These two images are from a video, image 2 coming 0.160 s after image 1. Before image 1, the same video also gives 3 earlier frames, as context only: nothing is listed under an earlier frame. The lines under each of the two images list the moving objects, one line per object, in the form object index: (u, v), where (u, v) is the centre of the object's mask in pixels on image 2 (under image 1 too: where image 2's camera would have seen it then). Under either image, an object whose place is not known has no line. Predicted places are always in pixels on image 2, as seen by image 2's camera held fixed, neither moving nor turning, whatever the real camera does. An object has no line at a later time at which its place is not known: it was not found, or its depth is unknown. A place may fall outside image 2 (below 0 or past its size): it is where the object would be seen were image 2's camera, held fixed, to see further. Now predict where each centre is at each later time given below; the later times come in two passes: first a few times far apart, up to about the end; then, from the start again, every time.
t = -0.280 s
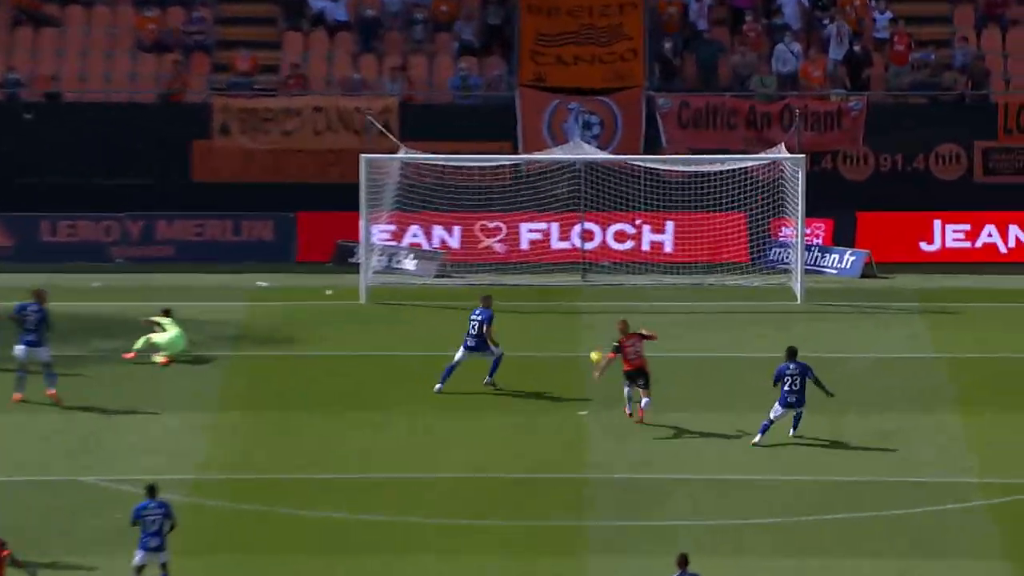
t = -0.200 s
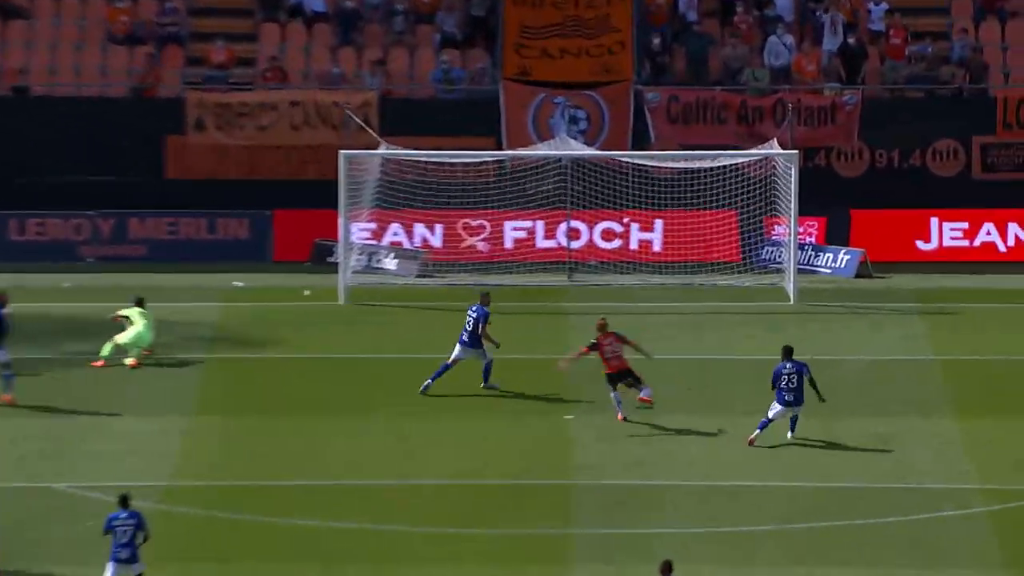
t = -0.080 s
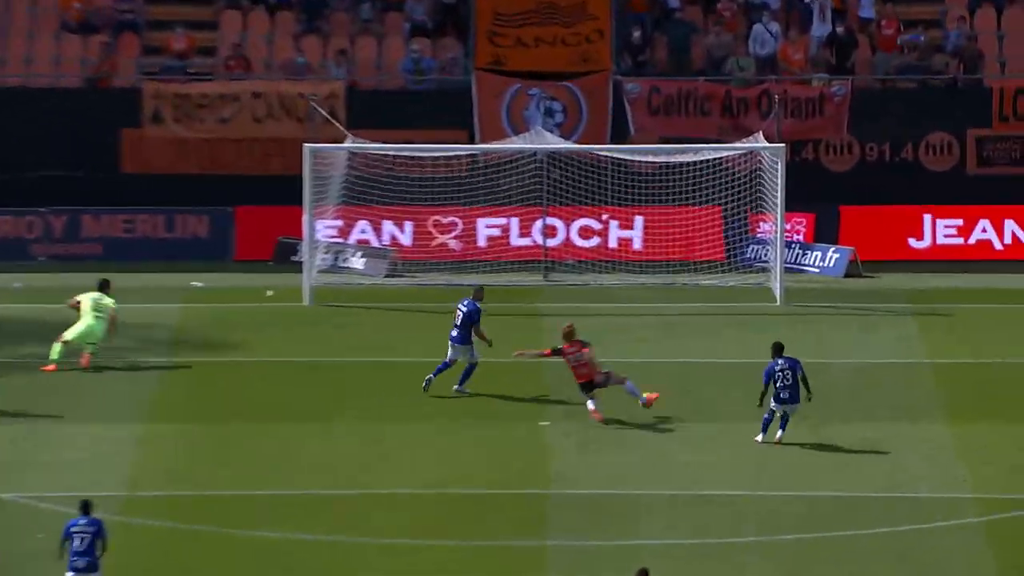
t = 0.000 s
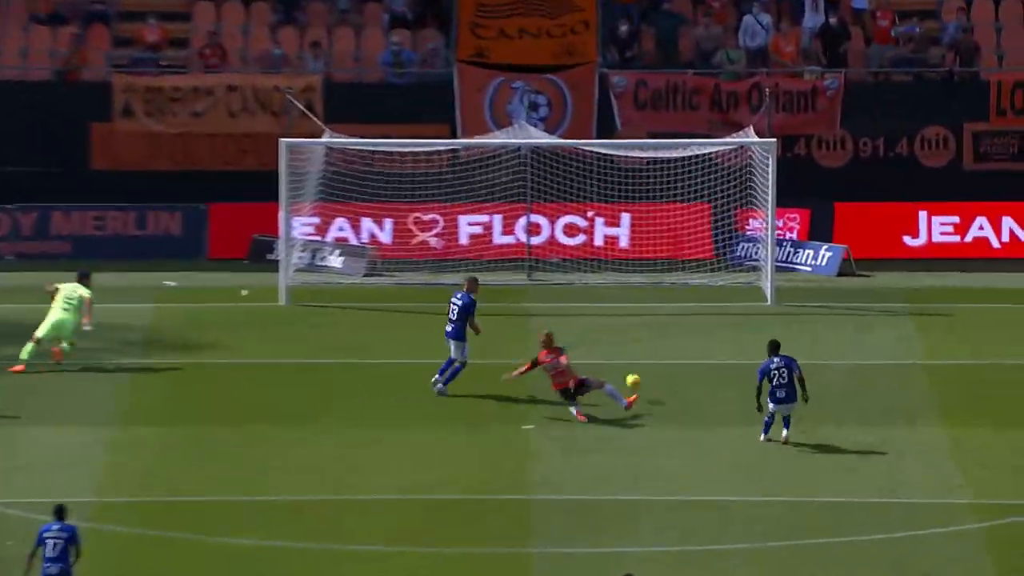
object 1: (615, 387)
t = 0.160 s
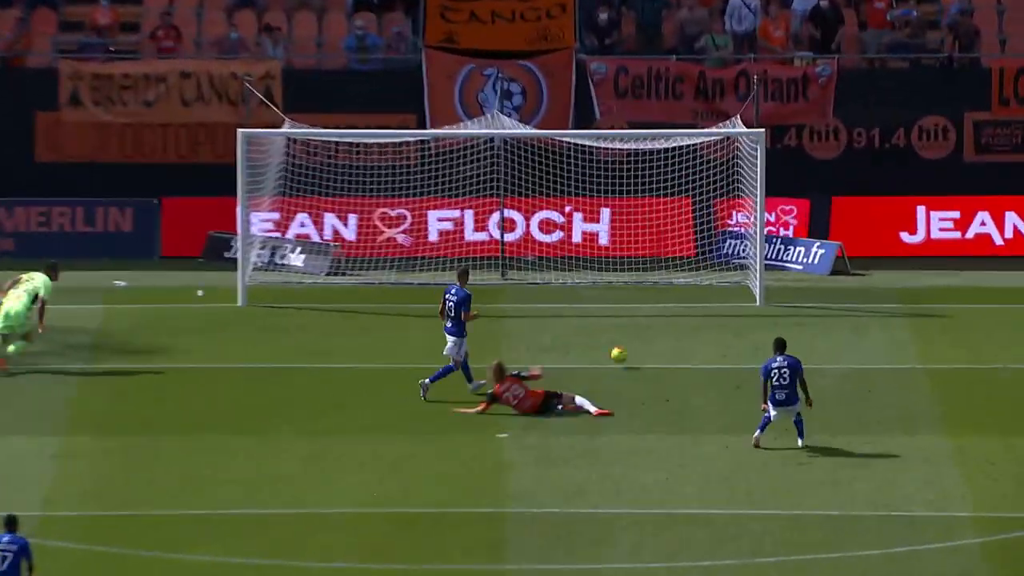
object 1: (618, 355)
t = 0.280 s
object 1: (624, 331)
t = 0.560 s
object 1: (658, 280)
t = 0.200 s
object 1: (621, 349)
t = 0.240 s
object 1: (622, 341)
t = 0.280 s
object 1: (624, 331)
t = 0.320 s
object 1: (628, 319)
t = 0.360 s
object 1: (632, 311)
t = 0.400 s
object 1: (637, 302)
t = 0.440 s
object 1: (641, 294)
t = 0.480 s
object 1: (646, 289)
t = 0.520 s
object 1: (650, 282)
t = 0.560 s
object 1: (658, 280)
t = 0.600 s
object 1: (663, 272)
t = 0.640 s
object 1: (663, 248)
